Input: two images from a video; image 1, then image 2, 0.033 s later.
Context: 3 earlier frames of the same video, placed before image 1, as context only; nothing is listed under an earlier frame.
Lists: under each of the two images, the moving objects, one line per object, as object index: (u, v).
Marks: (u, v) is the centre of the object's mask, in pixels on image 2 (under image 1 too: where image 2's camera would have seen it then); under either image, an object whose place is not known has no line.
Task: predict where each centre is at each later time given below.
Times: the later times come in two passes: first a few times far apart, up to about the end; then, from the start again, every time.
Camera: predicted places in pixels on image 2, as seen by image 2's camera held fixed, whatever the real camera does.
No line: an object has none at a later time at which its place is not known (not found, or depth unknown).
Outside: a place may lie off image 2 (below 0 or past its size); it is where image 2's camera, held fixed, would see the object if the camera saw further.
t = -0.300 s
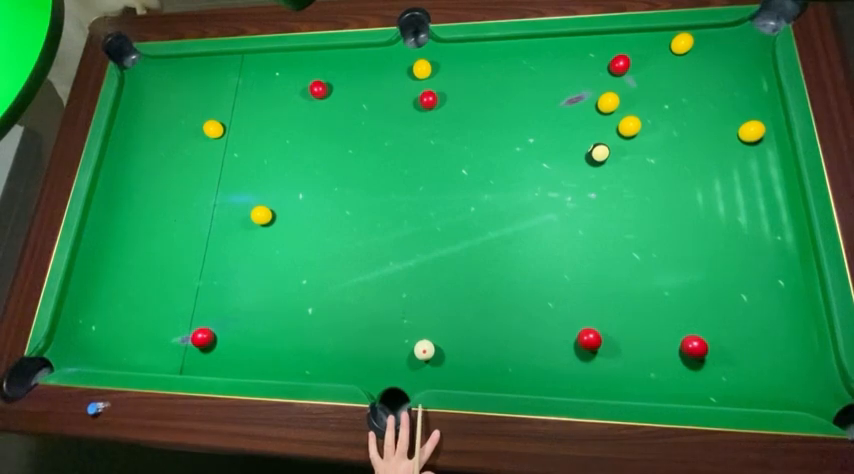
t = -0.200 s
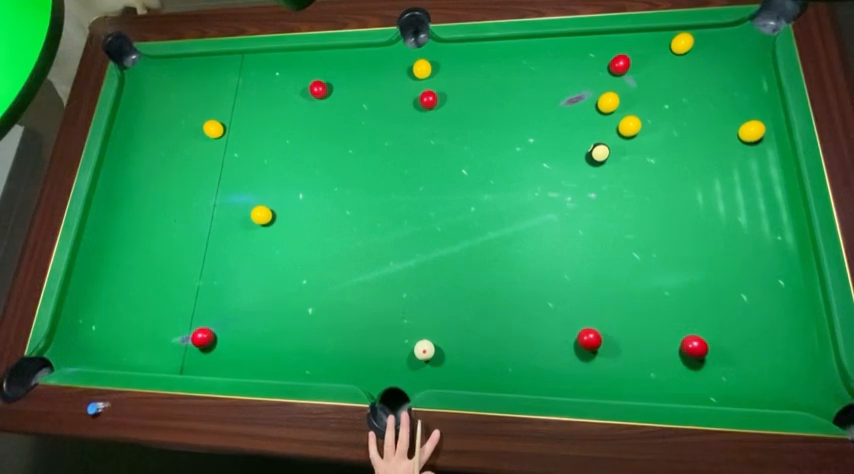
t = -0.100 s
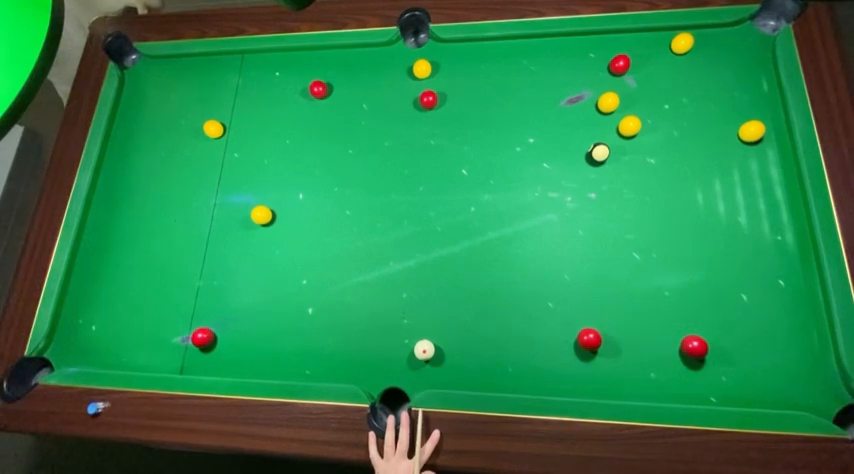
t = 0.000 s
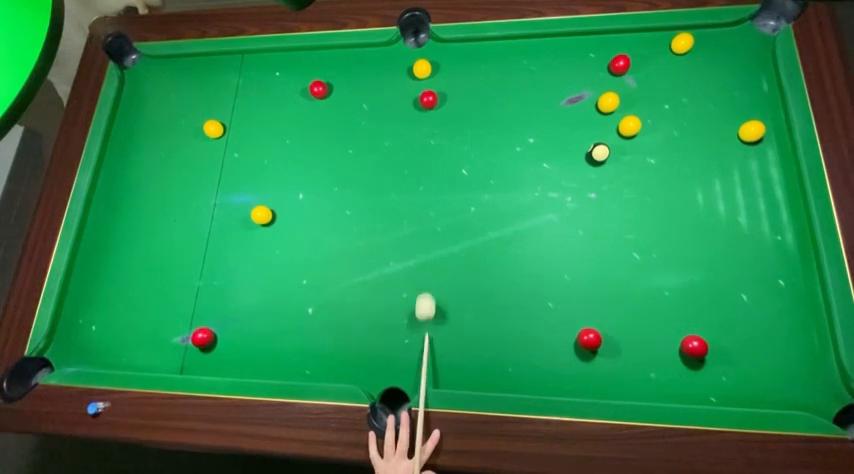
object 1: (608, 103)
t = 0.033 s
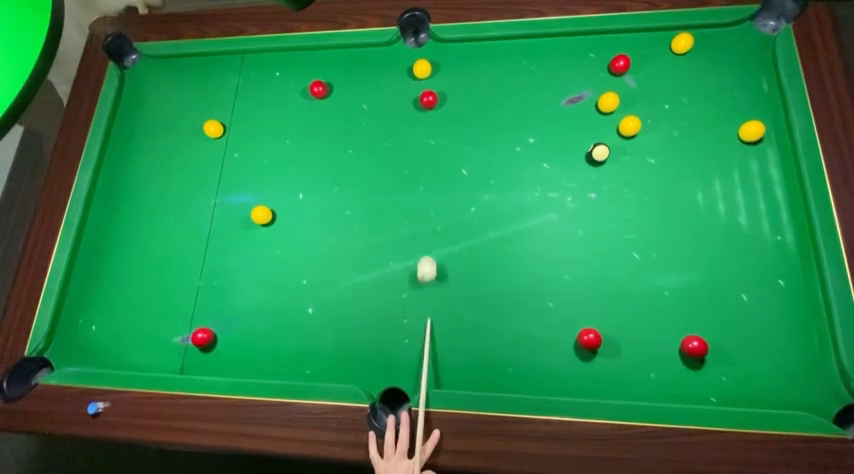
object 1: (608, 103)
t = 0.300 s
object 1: (608, 103)
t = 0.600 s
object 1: (608, 103)
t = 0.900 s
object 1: (608, 103)
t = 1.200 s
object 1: (608, 103)
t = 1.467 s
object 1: (608, 103)
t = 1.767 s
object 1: (623, 106)
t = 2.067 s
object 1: (635, 107)
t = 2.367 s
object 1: (643, 109)
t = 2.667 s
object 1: (648, 108)
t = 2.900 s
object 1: (649, 108)
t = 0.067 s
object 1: (608, 103)
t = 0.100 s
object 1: (608, 103)
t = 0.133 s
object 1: (608, 103)
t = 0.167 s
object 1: (608, 103)
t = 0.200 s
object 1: (608, 103)
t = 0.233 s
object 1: (608, 103)
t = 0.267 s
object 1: (608, 103)
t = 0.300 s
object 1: (608, 103)
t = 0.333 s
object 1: (608, 103)
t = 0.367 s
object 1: (608, 103)
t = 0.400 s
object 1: (608, 103)
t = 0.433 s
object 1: (608, 103)
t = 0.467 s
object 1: (608, 103)
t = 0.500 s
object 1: (608, 103)
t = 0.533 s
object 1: (608, 103)
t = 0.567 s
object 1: (608, 103)
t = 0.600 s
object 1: (608, 103)
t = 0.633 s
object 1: (608, 103)
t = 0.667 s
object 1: (608, 103)
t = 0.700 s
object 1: (608, 103)
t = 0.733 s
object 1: (608, 103)
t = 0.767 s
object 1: (608, 103)
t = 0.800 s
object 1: (608, 103)
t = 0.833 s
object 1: (608, 103)
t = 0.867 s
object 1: (608, 103)
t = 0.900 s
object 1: (608, 103)
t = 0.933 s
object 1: (608, 103)
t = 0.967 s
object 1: (608, 103)
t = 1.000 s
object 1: (608, 103)
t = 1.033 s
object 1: (608, 103)
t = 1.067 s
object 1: (608, 103)
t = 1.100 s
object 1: (608, 103)
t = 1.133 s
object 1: (608, 103)
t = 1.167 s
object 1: (608, 103)
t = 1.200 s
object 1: (608, 103)
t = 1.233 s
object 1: (608, 103)
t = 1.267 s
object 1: (608, 103)
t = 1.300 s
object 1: (608, 103)
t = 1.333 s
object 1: (608, 103)
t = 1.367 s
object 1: (608, 103)
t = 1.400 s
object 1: (608, 103)
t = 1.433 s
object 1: (608, 103)
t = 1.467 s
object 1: (608, 103)
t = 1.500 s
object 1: (609, 103)
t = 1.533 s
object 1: (611, 104)
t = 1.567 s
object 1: (613, 104)
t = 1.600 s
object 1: (615, 104)
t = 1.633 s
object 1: (616, 105)
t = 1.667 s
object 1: (618, 105)
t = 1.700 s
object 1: (620, 105)
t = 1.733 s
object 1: (621, 106)
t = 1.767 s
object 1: (623, 106)
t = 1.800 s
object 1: (624, 106)
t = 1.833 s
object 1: (626, 106)
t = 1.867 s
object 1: (627, 106)
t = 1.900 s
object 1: (628, 107)
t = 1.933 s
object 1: (630, 107)
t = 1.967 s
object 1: (631, 107)
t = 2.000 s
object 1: (632, 107)
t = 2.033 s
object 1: (634, 107)
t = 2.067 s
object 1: (635, 107)
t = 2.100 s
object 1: (636, 108)
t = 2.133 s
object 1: (637, 108)
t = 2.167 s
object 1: (638, 108)
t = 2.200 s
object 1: (639, 108)
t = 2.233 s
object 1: (640, 108)
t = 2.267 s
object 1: (641, 109)
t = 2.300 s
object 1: (642, 109)
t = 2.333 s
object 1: (643, 109)
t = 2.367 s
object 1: (643, 109)
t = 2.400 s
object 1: (644, 109)
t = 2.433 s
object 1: (645, 109)
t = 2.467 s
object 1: (646, 109)
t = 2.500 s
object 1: (646, 109)
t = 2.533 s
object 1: (647, 109)
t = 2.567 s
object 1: (647, 109)
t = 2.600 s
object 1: (647, 109)
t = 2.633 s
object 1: (648, 108)
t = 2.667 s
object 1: (648, 108)
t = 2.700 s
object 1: (648, 108)
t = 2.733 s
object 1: (649, 108)
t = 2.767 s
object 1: (649, 108)
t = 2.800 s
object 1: (649, 108)
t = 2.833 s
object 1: (649, 108)
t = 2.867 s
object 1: (649, 108)
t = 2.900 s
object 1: (649, 108)
